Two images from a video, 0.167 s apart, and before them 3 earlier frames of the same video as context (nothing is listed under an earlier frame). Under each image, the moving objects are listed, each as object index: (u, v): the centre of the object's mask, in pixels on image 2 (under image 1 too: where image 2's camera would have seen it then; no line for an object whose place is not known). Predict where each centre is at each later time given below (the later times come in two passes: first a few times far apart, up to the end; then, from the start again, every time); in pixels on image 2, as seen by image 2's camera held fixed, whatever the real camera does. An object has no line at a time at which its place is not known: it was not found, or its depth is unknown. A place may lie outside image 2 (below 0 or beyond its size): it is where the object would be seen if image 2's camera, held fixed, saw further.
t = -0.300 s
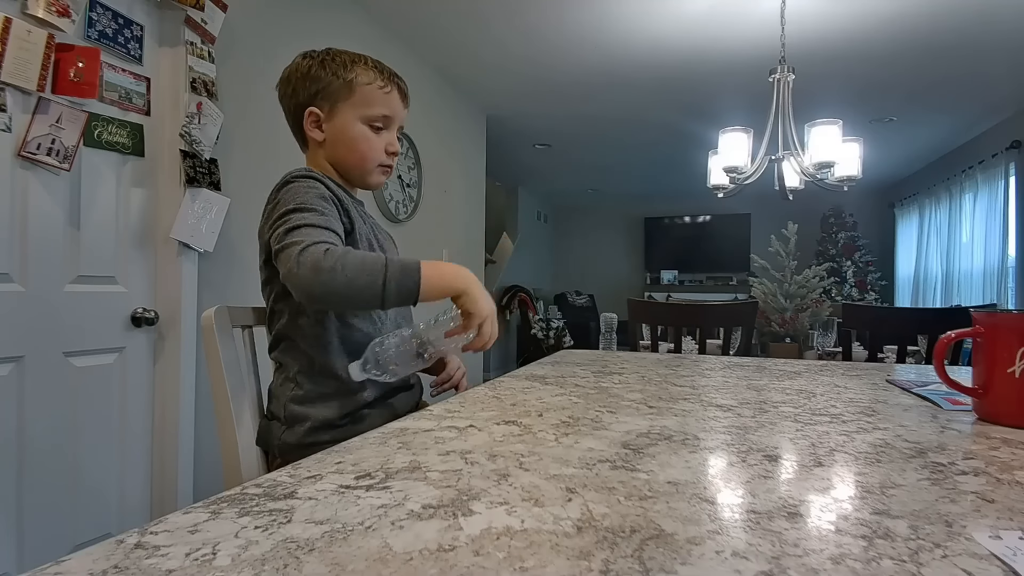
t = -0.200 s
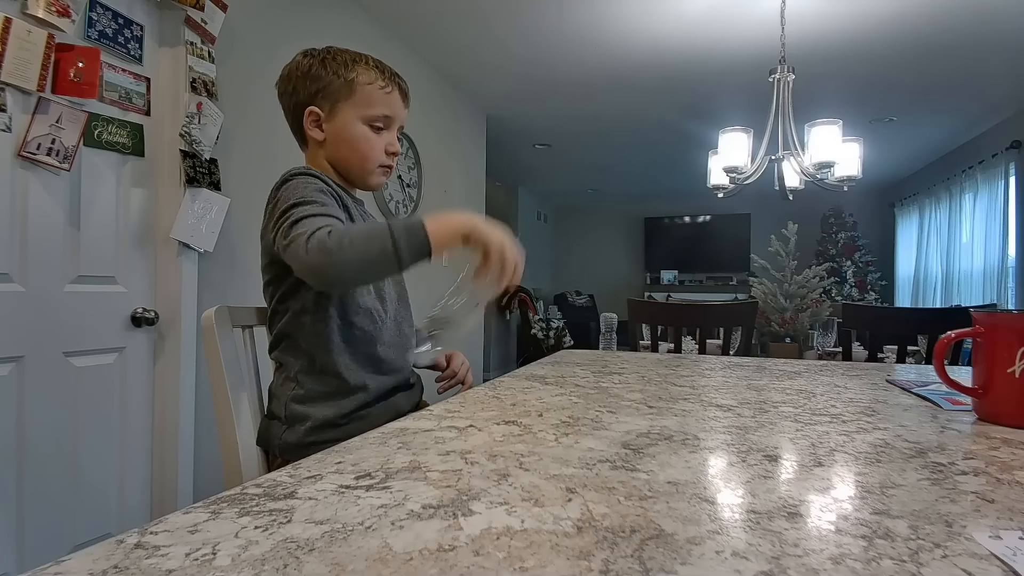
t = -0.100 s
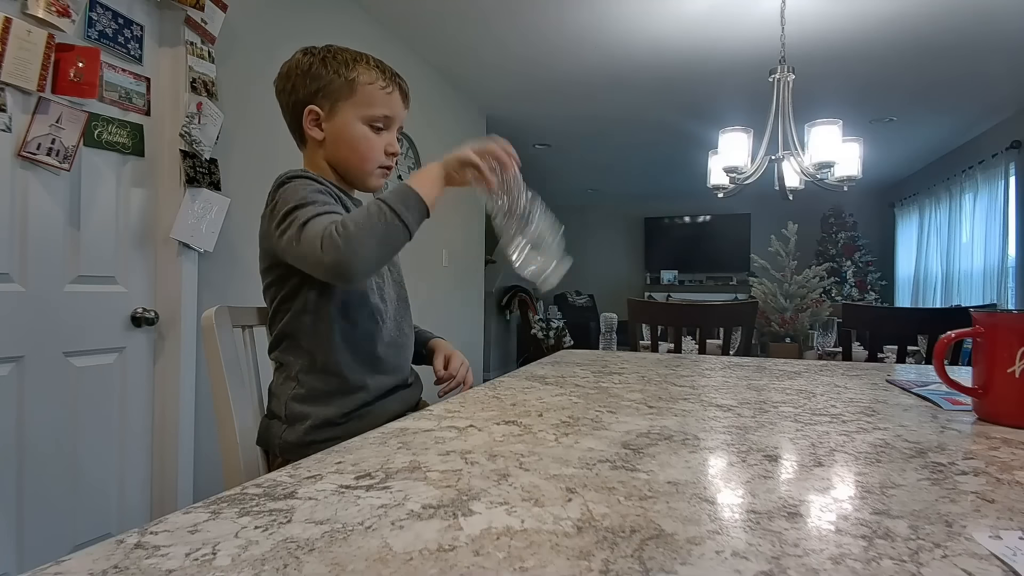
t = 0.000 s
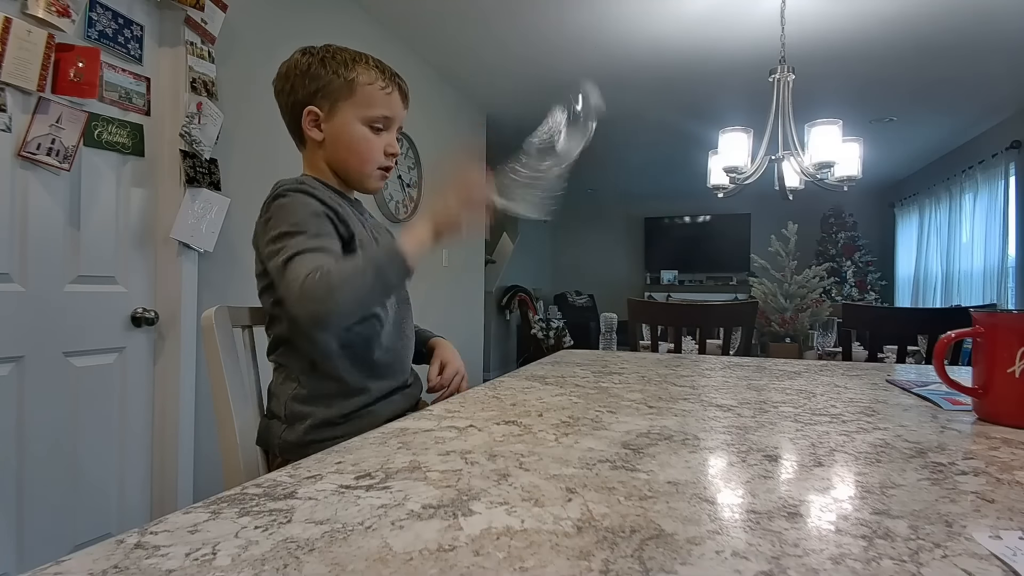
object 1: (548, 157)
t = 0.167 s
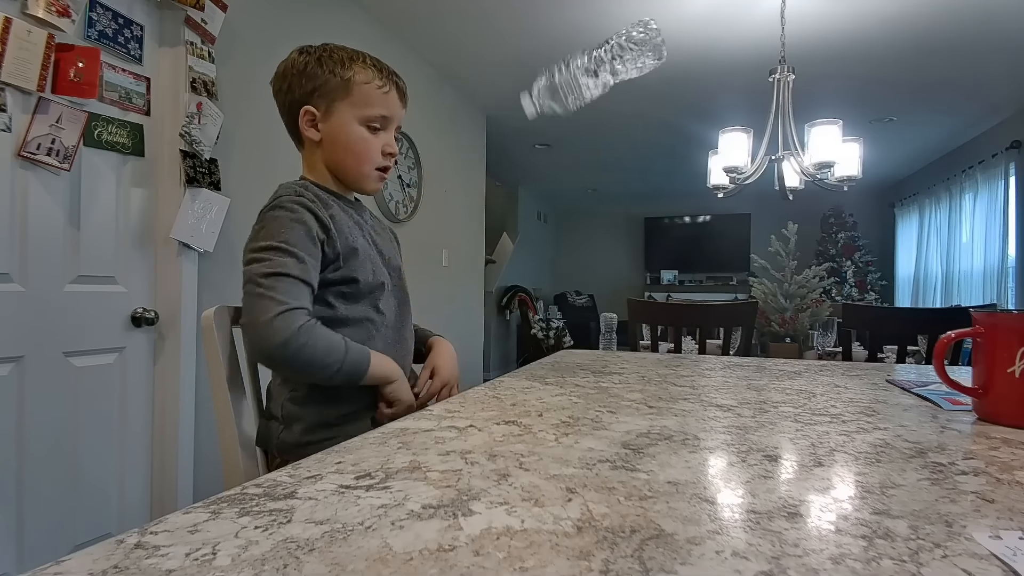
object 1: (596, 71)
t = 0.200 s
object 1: (596, 86)
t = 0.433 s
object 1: (612, 296)
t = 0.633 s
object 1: (597, 297)
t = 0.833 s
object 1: (596, 297)
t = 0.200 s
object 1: (596, 86)
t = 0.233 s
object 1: (598, 108)
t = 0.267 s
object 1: (600, 139)
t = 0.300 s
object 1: (603, 177)
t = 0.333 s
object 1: (606, 225)
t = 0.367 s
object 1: (609, 277)
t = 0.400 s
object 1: (611, 297)
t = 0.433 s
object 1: (612, 296)
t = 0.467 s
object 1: (610, 297)
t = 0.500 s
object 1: (607, 297)
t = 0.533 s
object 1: (603, 297)
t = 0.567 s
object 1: (600, 297)
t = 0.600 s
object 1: (599, 296)
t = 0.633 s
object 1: (597, 297)
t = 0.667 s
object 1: (597, 296)
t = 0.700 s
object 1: (597, 296)
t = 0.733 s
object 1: (597, 295)
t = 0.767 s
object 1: (597, 296)
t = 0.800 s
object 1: (597, 296)
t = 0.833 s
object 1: (596, 297)
